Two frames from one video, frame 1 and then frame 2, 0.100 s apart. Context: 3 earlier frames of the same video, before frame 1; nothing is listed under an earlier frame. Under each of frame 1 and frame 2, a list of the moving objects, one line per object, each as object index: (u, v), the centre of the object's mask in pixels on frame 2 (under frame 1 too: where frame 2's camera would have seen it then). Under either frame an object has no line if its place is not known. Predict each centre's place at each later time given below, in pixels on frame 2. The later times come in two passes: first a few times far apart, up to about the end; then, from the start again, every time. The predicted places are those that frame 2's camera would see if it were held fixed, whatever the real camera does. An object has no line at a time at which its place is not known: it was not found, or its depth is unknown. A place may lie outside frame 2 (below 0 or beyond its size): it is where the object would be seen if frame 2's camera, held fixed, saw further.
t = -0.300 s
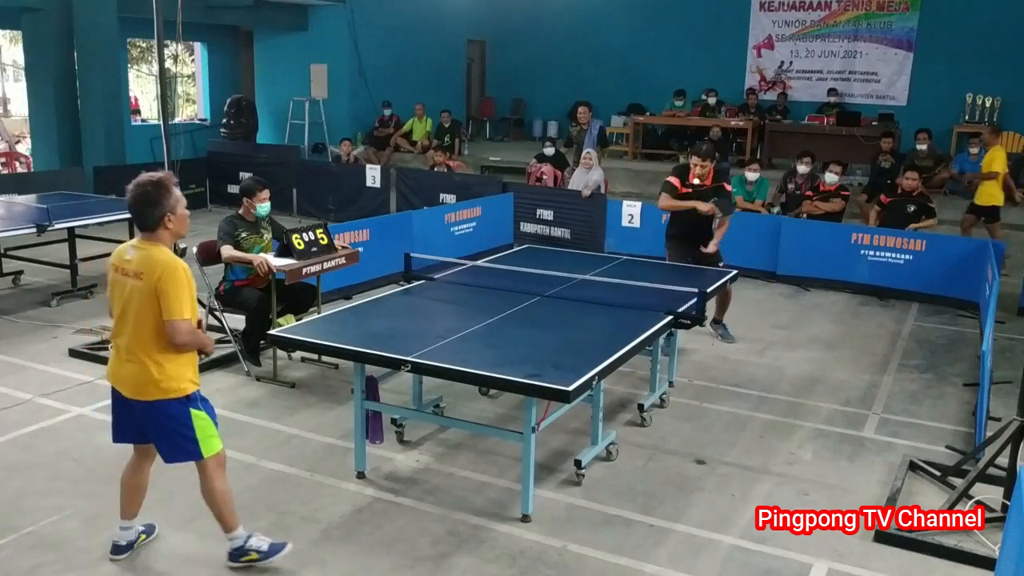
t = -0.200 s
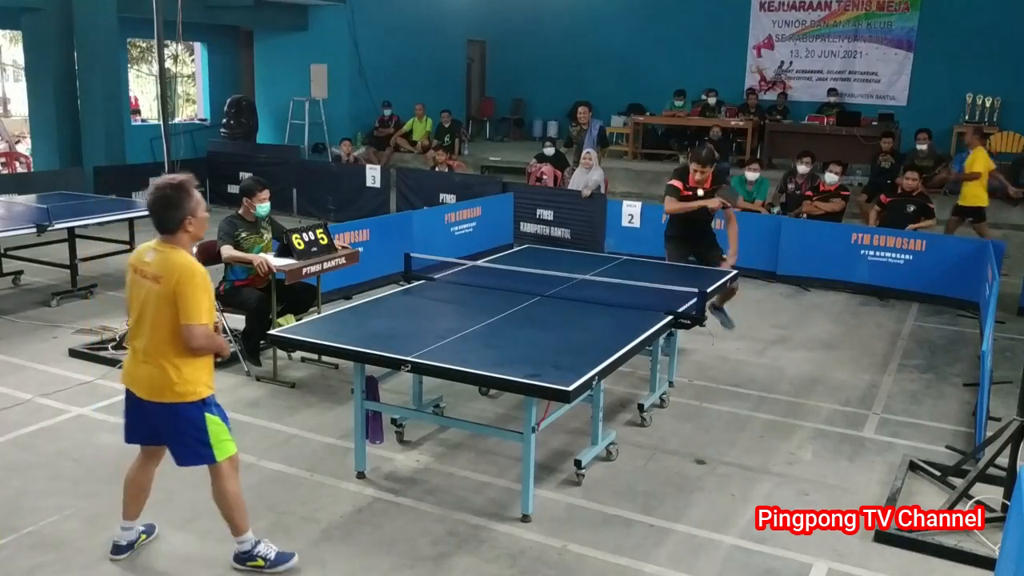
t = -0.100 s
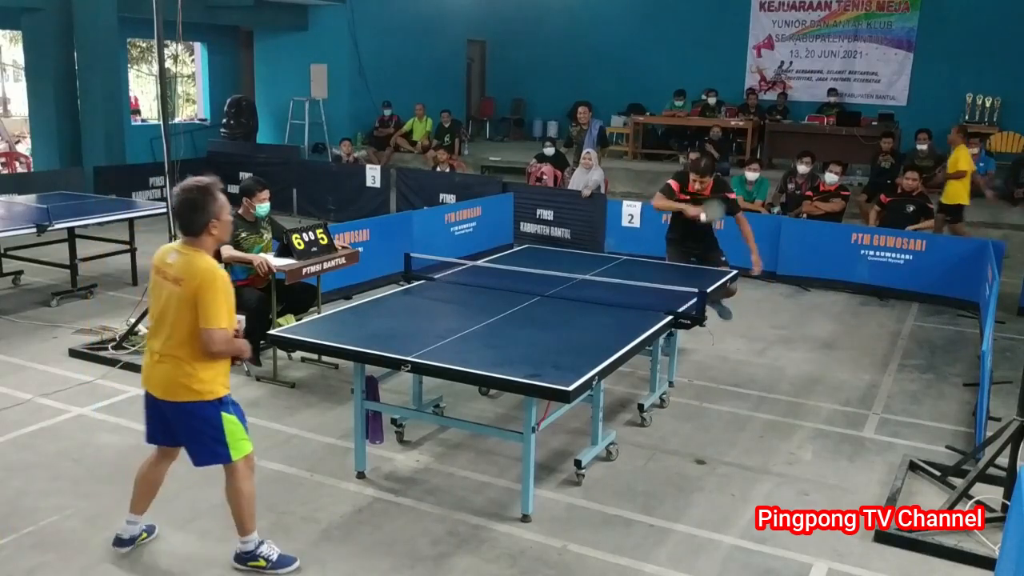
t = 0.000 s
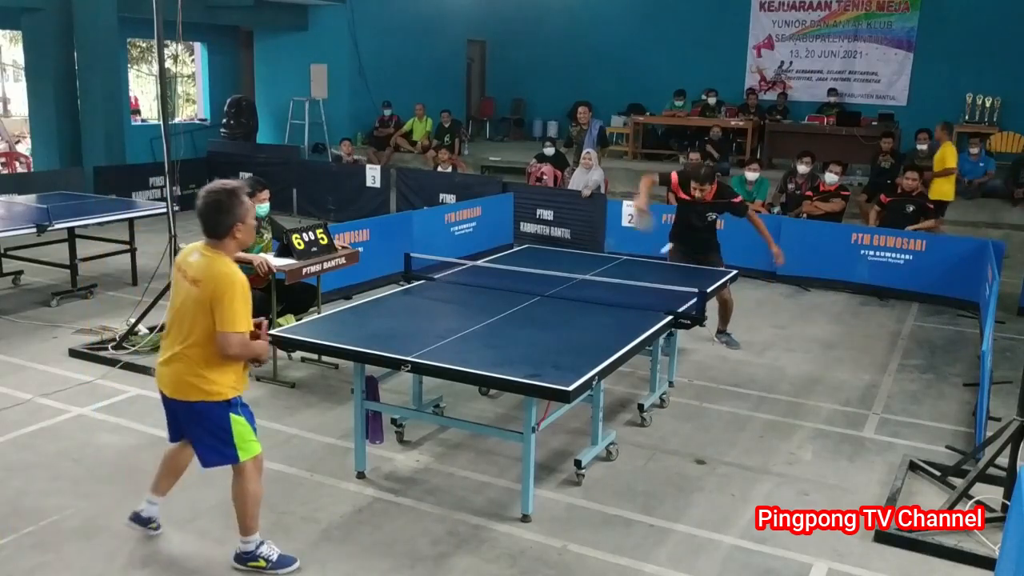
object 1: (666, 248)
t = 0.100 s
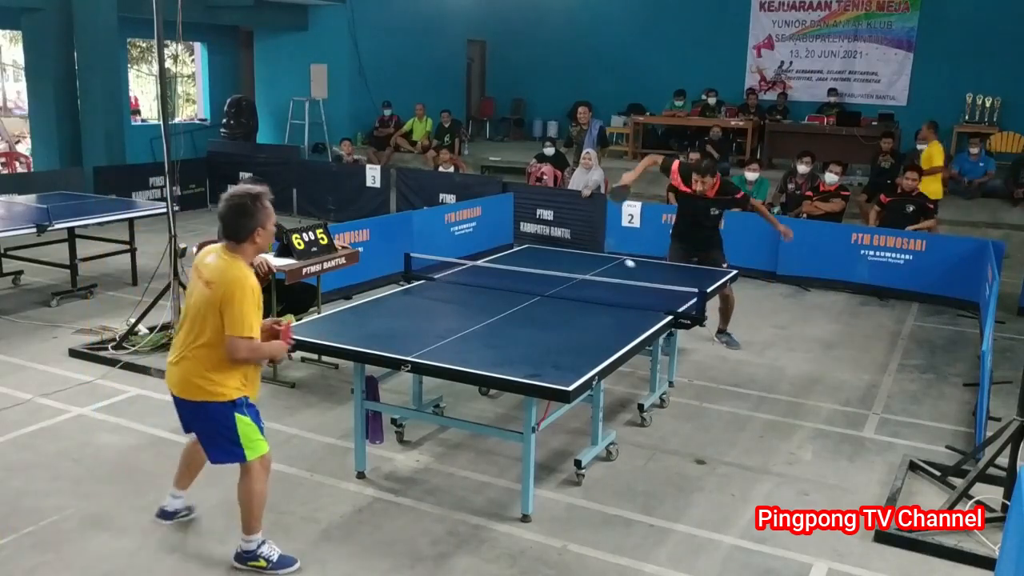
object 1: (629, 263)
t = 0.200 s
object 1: (601, 256)
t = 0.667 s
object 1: (485, 316)
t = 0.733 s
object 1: (473, 334)
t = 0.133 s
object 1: (620, 259)
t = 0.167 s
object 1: (610, 257)
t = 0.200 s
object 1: (601, 256)
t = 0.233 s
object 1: (591, 257)
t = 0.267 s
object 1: (582, 260)
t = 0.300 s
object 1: (572, 265)
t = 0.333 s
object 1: (561, 273)
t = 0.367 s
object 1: (551, 283)
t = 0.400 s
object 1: (541, 295)
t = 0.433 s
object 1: (531, 309)
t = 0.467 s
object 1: (521, 323)
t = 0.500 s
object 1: (514, 317)
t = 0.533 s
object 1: (509, 313)
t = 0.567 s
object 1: (503, 310)
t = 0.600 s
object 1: (497, 310)
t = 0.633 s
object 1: (492, 312)
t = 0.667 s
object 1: (485, 316)
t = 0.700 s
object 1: (479, 324)
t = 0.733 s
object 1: (473, 334)
